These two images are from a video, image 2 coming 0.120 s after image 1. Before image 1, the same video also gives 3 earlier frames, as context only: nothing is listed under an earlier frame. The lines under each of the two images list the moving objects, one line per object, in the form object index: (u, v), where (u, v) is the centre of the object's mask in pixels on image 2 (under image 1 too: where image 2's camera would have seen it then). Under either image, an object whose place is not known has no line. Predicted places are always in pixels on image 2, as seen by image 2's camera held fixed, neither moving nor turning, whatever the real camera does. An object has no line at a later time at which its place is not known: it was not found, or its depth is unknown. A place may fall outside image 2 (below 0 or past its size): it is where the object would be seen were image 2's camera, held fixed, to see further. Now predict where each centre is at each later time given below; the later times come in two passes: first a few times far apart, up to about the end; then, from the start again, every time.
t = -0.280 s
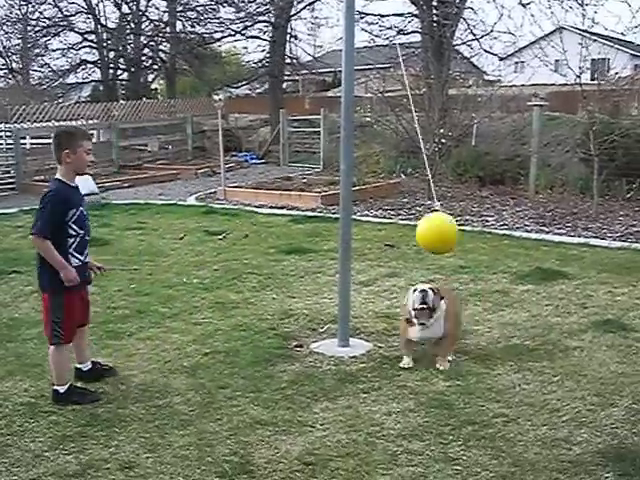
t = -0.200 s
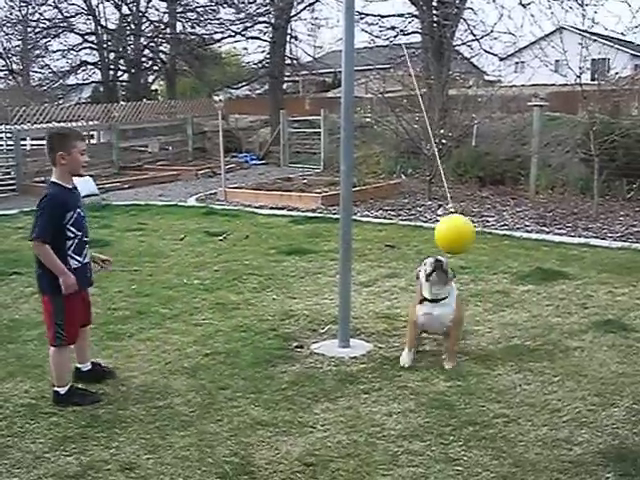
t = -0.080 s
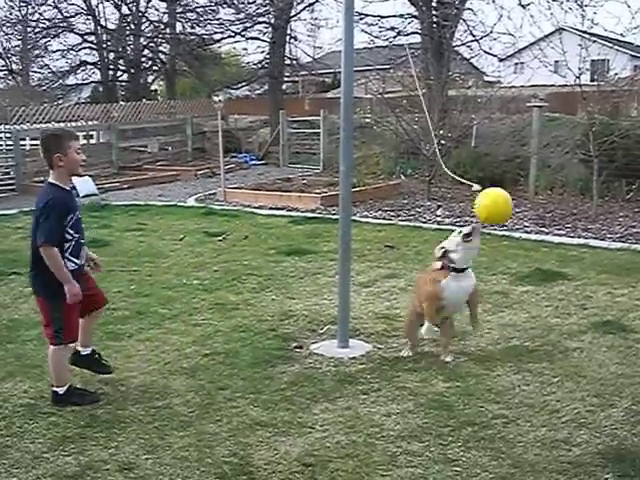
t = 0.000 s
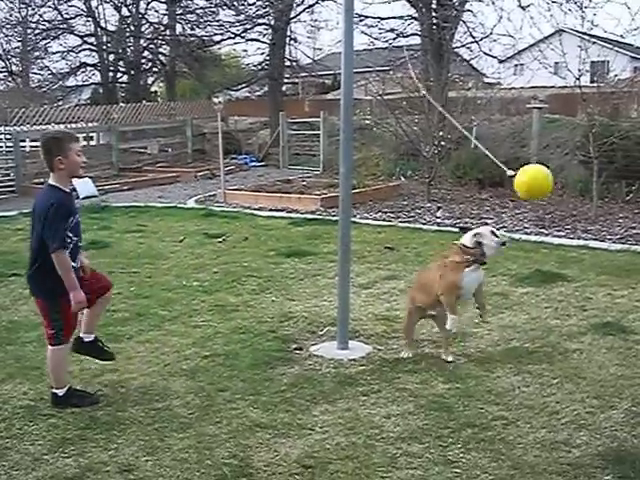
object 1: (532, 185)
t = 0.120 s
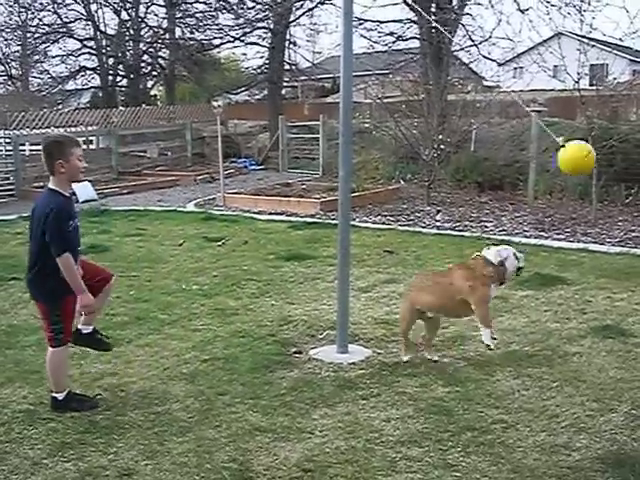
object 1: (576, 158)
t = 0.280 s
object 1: (602, 136)
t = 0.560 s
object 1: (584, 150)
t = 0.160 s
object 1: (586, 151)
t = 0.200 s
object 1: (592, 144)
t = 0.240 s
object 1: (597, 139)
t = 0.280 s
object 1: (602, 136)
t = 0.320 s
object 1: (604, 135)
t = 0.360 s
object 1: (606, 136)
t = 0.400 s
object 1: (607, 139)
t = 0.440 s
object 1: (603, 141)
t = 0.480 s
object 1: (599, 143)
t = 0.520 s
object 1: (592, 147)
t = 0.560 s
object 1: (584, 150)
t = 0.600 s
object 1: (575, 155)
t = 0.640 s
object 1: (565, 161)
